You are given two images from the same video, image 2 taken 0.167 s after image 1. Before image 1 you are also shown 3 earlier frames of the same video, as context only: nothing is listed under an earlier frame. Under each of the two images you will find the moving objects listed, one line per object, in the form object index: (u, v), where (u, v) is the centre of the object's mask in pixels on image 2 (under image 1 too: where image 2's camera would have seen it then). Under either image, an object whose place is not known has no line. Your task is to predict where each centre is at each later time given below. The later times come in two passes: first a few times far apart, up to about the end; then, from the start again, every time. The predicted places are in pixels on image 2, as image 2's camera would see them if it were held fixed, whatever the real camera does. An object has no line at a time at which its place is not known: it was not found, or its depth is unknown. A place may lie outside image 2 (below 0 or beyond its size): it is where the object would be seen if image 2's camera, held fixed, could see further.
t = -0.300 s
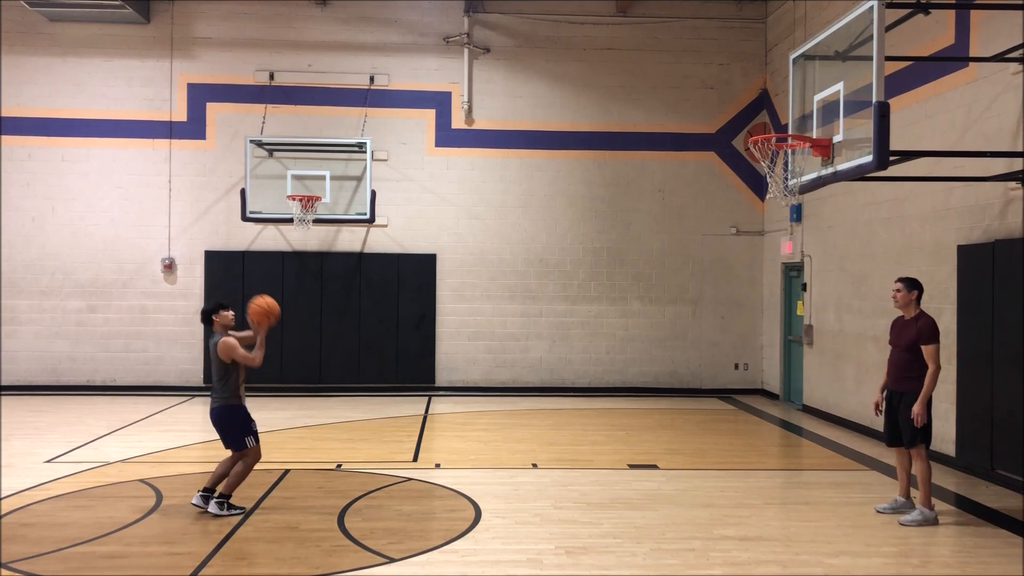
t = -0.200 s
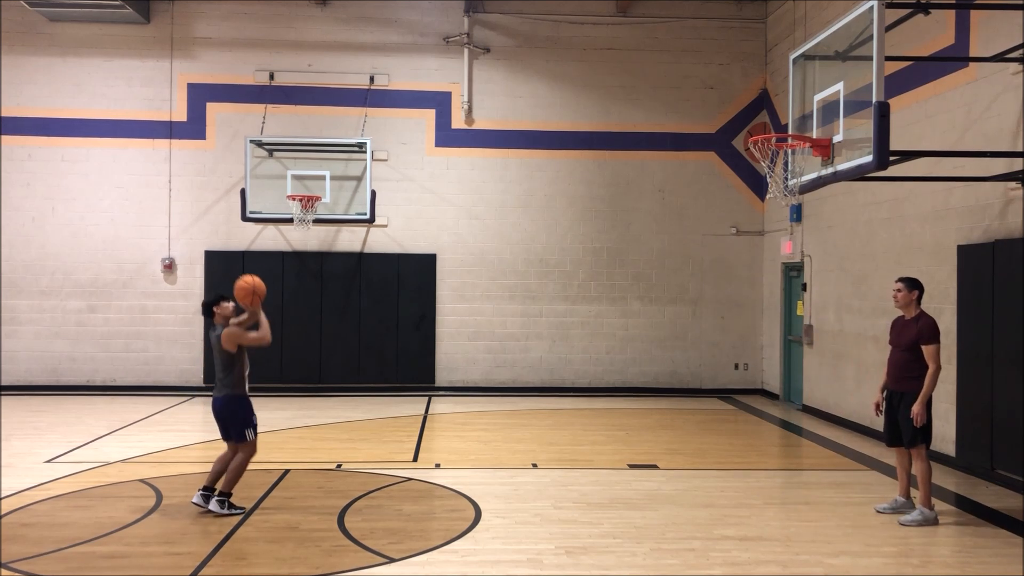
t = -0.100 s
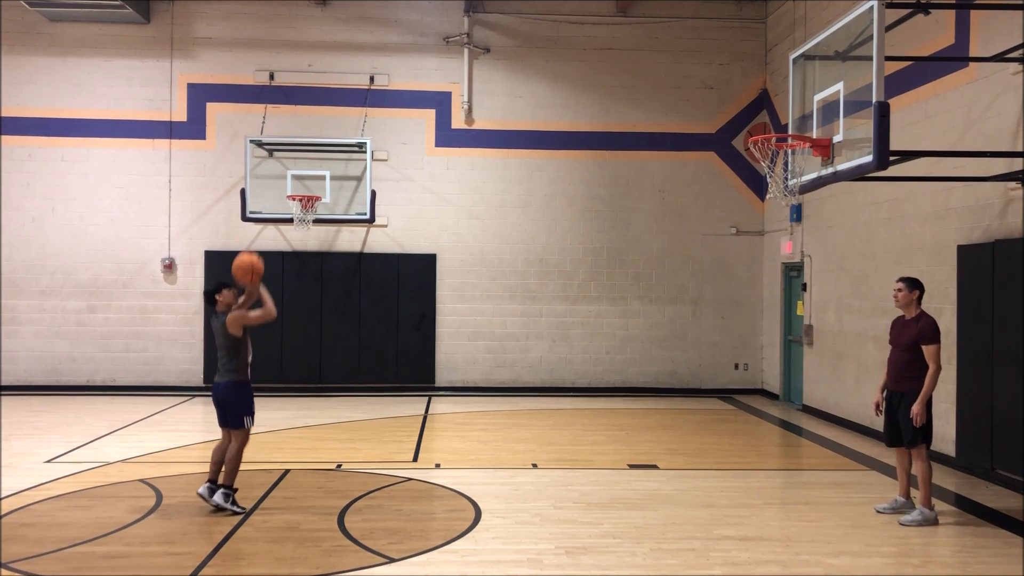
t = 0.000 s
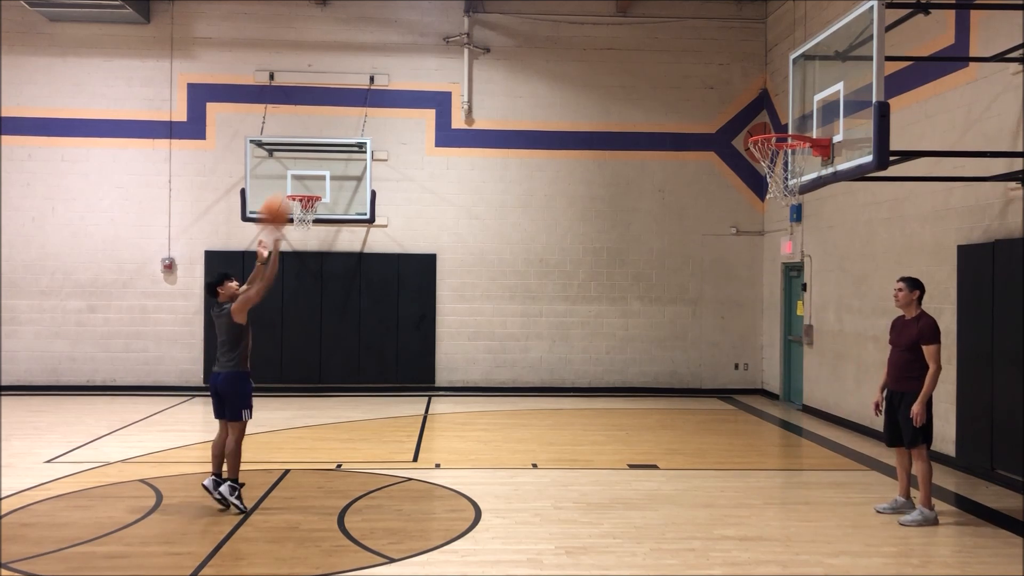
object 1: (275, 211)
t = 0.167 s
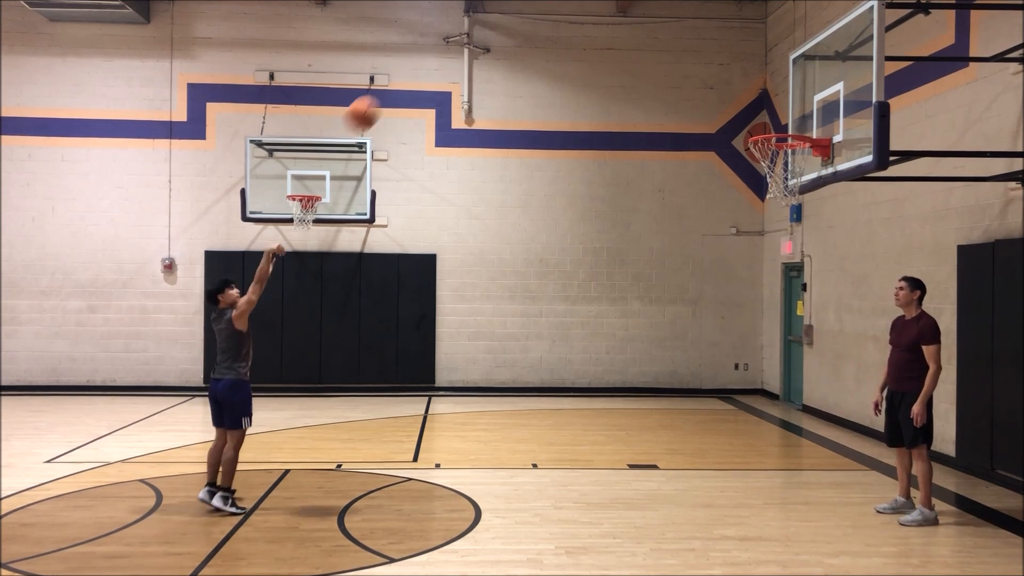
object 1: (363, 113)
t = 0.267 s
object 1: (413, 71)
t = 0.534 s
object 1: (540, 18)
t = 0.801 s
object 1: (665, 51)
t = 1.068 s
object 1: (773, 121)
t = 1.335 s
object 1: (794, 112)
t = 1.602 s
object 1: (774, 125)
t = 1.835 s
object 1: (788, 161)
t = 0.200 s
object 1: (378, 99)
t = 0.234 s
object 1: (397, 84)
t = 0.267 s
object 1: (413, 71)
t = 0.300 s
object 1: (429, 60)
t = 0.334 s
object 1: (445, 50)
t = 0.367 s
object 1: (461, 41)
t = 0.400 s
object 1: (477, 34)
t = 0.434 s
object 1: (493, 28)
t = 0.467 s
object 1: (509, 24)
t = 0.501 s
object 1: (525, 20)
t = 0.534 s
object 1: (540, 18)
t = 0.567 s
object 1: (556, 18)
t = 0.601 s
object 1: (572, 18)
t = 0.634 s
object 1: (587, 20)
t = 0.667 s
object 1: (603, 24)
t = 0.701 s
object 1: (618, 28)
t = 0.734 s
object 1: (634, 35)
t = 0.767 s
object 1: (649, 42)
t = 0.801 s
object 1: (665, 51)
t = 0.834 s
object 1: (680, 61)
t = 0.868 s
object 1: (695, 72)
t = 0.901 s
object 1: (710, 84)
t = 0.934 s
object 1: (725, 98)
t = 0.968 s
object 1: (740, 113)
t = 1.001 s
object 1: (754, 125)
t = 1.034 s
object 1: (763, 122)
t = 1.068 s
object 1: (773, 121)
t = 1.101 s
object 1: (783, 120)
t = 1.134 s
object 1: (792, 121)
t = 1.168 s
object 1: (802, 122)
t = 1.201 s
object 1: (811, 123)
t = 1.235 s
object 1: (811, 119)
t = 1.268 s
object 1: (806, 116)
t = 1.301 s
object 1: (800, 113)
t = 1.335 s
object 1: (794, 112)
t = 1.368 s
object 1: (789, 112)
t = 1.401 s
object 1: (783, 113)
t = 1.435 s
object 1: (777, 116)
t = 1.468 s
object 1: (771, 121)
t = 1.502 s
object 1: (766, 124)
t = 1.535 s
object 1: (767, 124)
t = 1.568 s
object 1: (770, 124)
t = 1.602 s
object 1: (774, 125)
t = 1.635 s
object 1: (777, 126)
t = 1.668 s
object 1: (780, 133)
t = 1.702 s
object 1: (783, 138)
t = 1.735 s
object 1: (785, 146)
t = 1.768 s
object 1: (786, 151)
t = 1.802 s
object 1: (787, 155)
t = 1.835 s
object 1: (788, 161)
